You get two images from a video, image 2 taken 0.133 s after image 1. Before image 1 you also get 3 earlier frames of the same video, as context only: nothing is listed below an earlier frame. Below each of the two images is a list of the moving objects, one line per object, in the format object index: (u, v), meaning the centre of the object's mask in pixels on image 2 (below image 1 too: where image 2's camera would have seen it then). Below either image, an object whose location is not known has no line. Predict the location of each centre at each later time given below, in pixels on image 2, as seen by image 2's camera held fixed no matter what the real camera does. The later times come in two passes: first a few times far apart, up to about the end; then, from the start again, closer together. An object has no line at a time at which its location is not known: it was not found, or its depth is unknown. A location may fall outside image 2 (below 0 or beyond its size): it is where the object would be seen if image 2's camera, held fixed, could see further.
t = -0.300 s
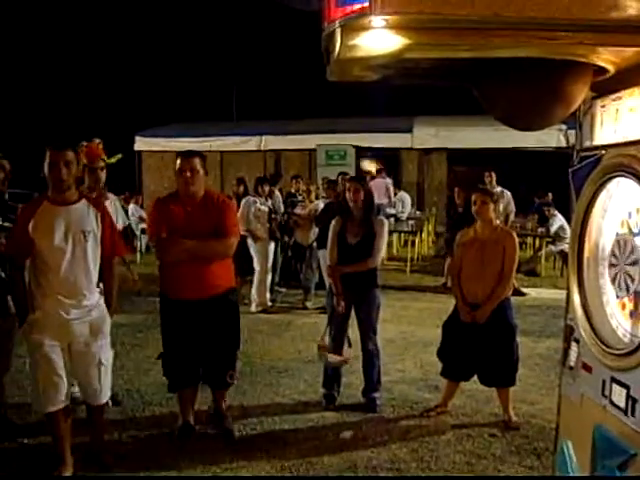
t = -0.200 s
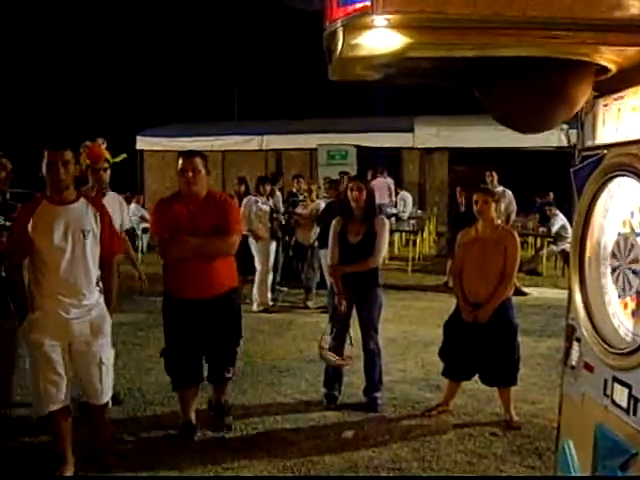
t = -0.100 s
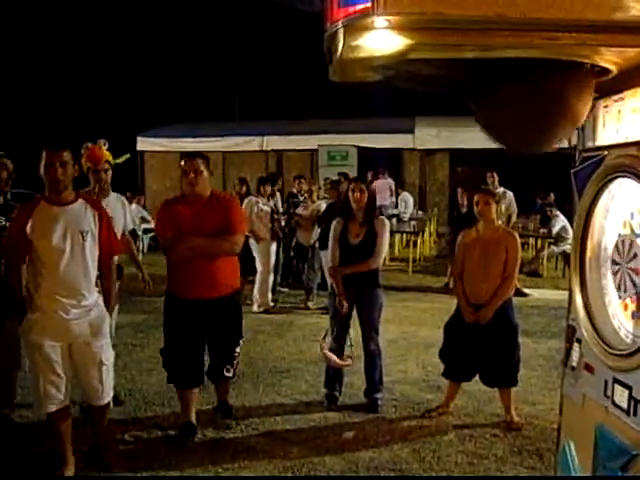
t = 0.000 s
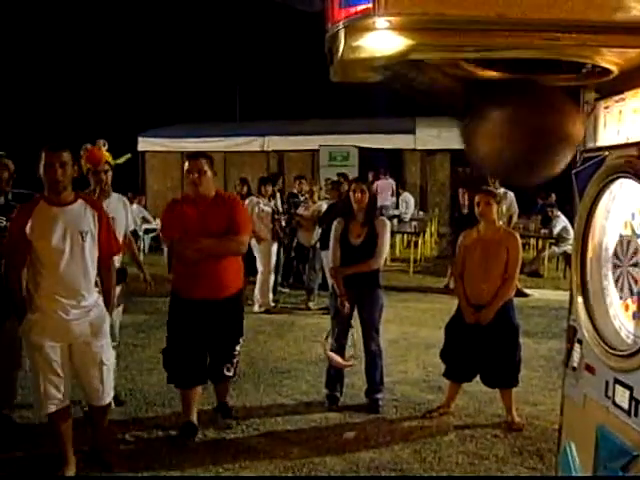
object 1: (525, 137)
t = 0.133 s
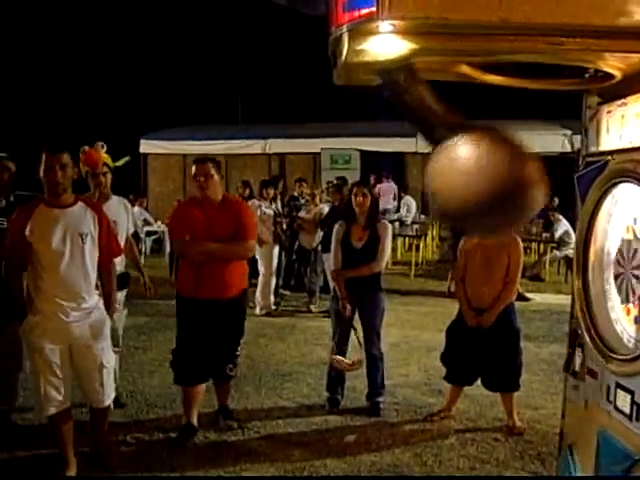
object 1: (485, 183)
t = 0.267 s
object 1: (423, 209)
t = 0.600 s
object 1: (428, 207)
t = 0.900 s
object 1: (458, 198)
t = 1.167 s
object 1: (439, 203)
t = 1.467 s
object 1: (394, 214)
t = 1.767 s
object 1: (390, 215)
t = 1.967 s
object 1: (383, 214)
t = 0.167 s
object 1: (471, 190)
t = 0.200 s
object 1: (455, 198)
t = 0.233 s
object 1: (439, 205)
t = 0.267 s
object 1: (423, 209)
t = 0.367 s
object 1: (371, 211)
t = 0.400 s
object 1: (366, 211)
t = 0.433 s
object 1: (376, 212)
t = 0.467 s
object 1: (389, 213)
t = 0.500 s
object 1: (402, 215)
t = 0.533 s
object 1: (412, 211)
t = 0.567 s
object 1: (421, 210)
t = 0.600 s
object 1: (428, 207)
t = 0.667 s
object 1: (443, 203)
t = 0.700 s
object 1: (447, 201)
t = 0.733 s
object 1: (454, 200)
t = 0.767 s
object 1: (457, 199)
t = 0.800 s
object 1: (458, 198)
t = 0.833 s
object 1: (459, 197)
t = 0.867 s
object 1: (458, 197)
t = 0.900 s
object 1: (458, 198)
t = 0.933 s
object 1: (456, 198)
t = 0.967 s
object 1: (455, 199)
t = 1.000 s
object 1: (454, 200)
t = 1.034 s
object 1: (451, 200)
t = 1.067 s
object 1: (450, 201)
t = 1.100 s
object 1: (448, 202)
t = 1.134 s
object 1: (443, 202)
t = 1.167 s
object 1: (439, 203)
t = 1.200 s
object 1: (436, 205)
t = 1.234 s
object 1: (432, 207)
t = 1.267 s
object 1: (429, 209)
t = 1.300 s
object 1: (424, 211)
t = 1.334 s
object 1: (420, 212)
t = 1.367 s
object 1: (415, 213)
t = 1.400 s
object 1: (408, 214)
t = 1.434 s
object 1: (402, 215)
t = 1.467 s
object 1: (394, 214)
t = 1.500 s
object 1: (387, 214)
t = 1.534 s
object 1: (379, 214)
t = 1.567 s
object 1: (375, 213)
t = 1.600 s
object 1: (377, 213)
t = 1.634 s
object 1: (382, 214)
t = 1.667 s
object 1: (386, 215)
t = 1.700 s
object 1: (389, 215)
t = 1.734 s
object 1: (390, 215)
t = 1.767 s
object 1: (390, 215)
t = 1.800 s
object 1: (389, 215)
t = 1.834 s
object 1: (389, 215)
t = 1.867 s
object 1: (388, 214)
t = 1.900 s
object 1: (386, 214)
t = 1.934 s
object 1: (385, 215)
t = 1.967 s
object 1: (383, 214)
